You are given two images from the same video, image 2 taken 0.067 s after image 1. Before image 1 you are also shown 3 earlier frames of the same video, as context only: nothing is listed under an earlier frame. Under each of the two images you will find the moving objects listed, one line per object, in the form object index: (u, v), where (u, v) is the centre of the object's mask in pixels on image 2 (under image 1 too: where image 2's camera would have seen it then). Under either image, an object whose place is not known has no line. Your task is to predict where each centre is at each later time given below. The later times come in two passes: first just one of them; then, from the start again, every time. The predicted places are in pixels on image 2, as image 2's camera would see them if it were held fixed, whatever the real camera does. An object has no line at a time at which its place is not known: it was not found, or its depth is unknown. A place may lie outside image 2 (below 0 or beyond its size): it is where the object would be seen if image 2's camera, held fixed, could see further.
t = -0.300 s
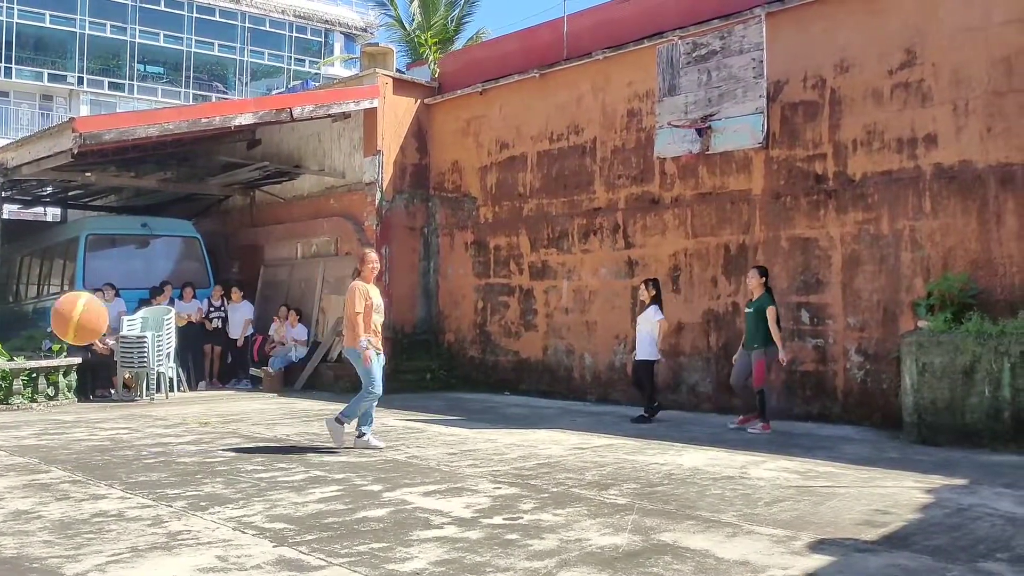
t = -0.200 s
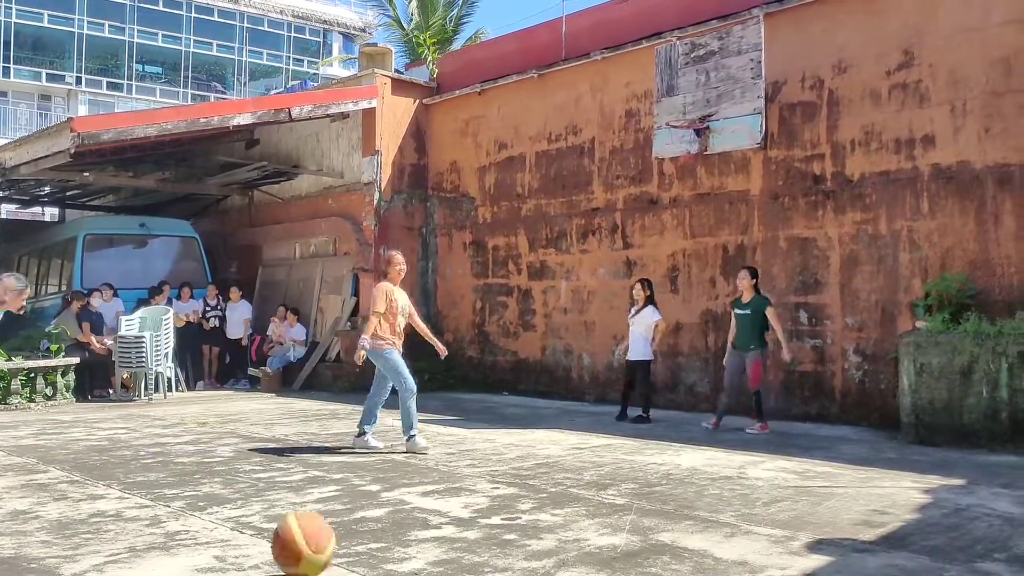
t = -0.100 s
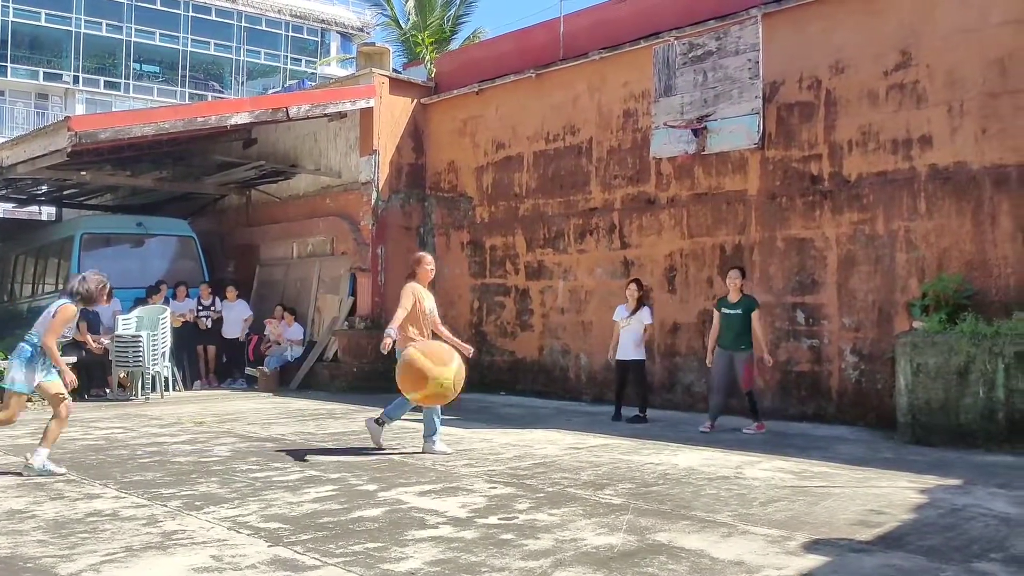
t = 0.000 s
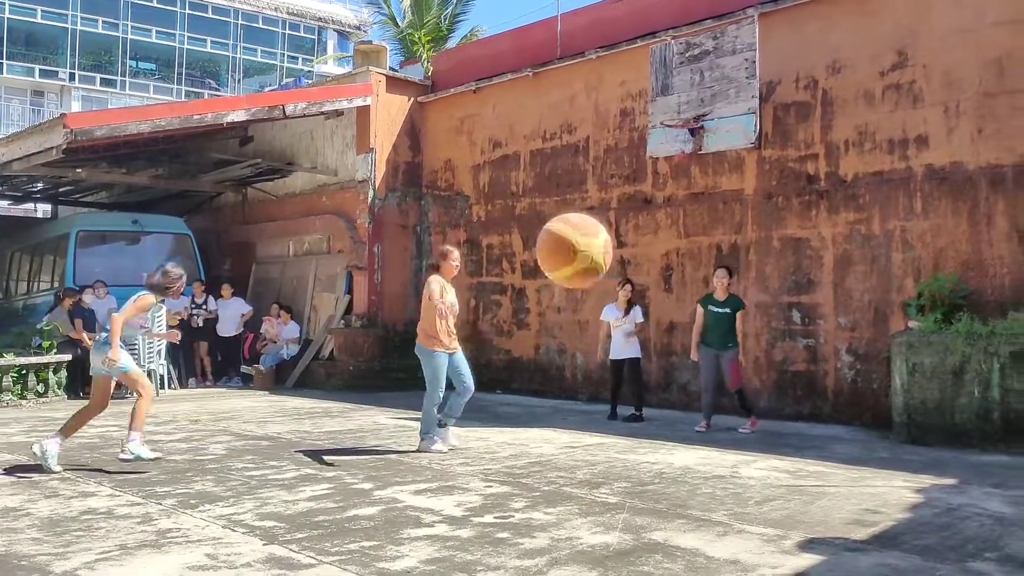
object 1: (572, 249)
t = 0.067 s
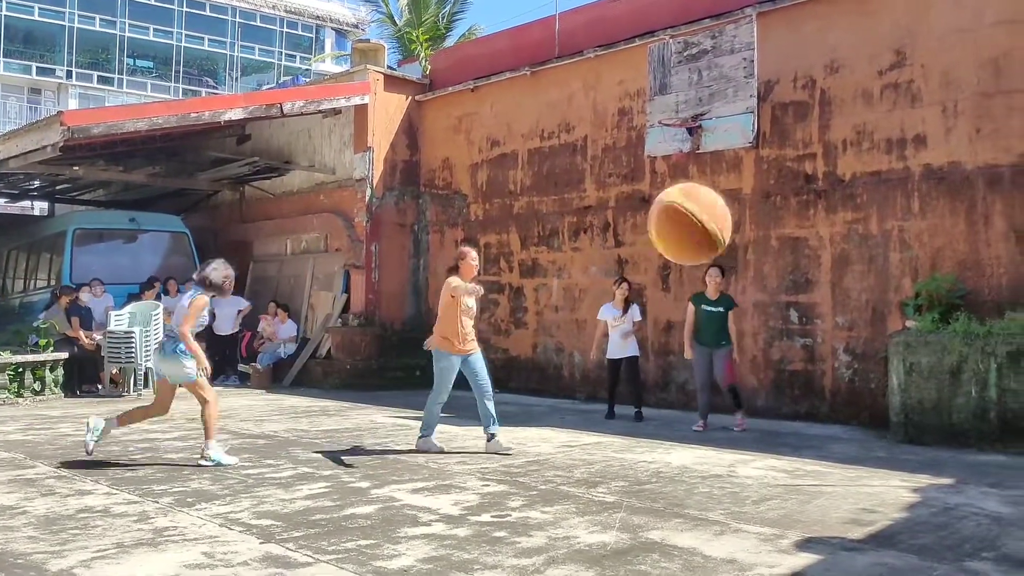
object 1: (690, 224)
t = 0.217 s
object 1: (1014, 415)
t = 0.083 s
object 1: (722, 226)
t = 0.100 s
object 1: (756, 231)
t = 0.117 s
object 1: (792, 242)
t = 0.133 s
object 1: (828, 257)
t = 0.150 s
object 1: (867, 277)
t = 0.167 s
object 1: (909, 303)
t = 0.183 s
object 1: (951, 333)
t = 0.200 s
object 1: (990, 372)
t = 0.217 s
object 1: (1014, 415)
